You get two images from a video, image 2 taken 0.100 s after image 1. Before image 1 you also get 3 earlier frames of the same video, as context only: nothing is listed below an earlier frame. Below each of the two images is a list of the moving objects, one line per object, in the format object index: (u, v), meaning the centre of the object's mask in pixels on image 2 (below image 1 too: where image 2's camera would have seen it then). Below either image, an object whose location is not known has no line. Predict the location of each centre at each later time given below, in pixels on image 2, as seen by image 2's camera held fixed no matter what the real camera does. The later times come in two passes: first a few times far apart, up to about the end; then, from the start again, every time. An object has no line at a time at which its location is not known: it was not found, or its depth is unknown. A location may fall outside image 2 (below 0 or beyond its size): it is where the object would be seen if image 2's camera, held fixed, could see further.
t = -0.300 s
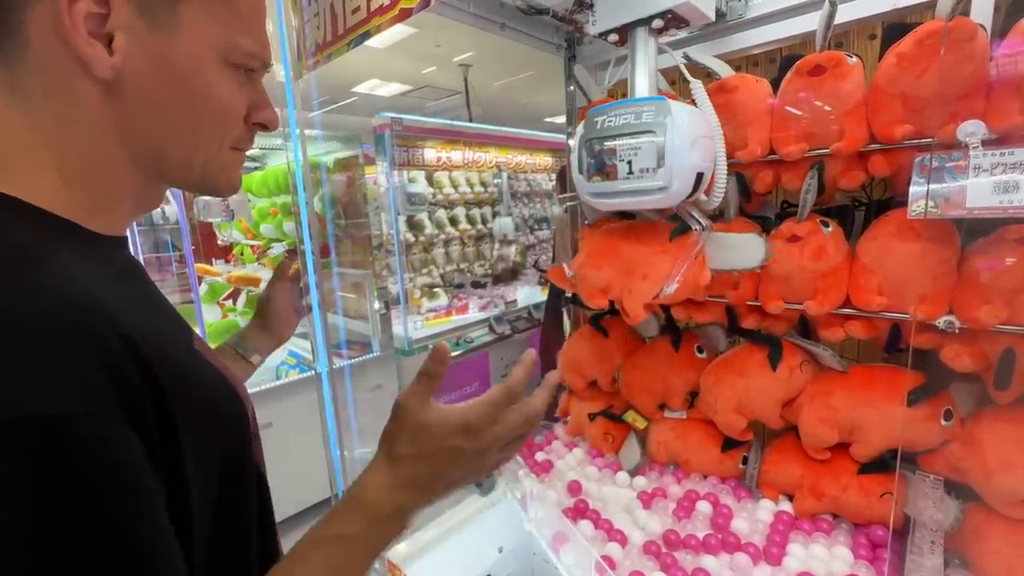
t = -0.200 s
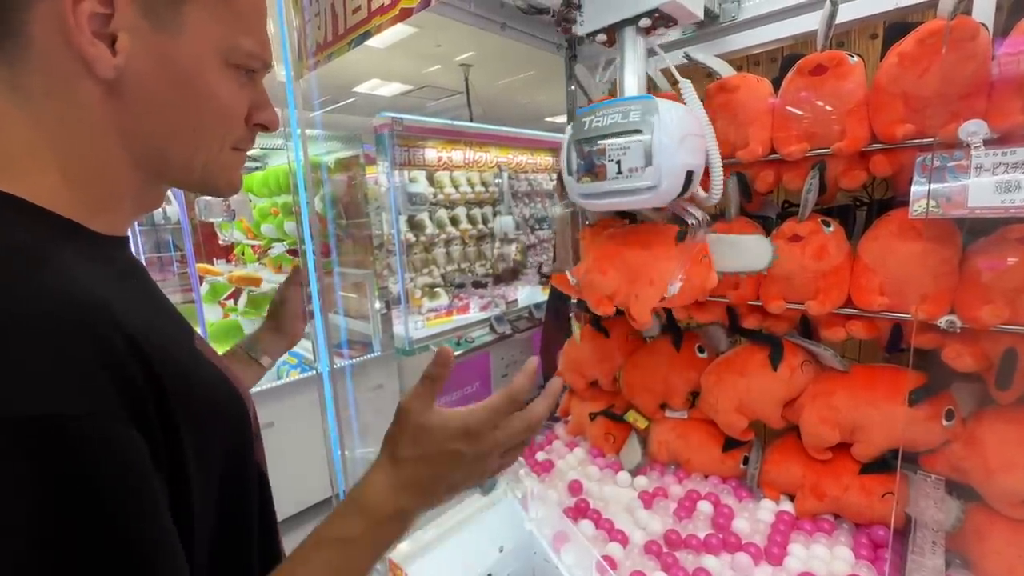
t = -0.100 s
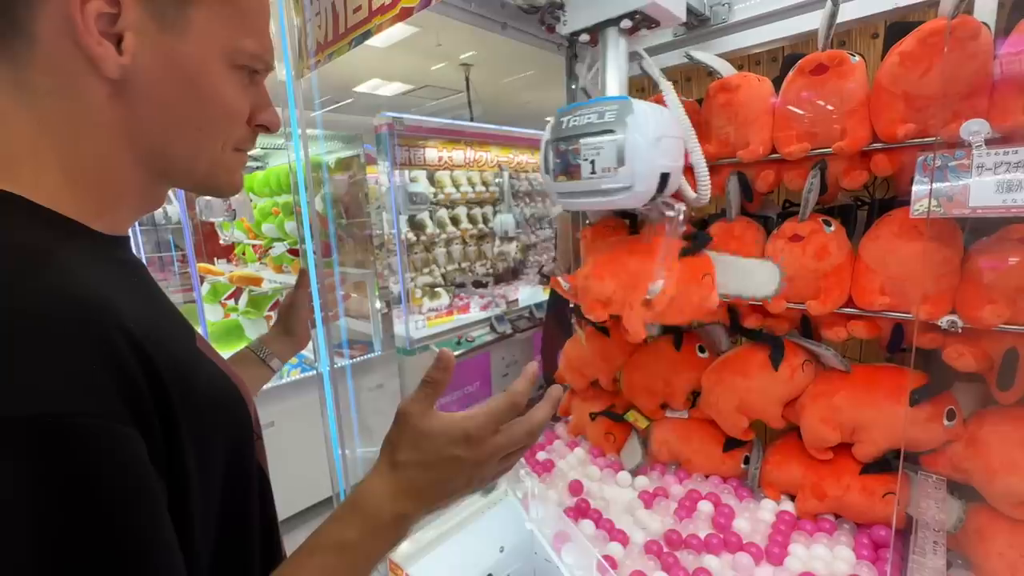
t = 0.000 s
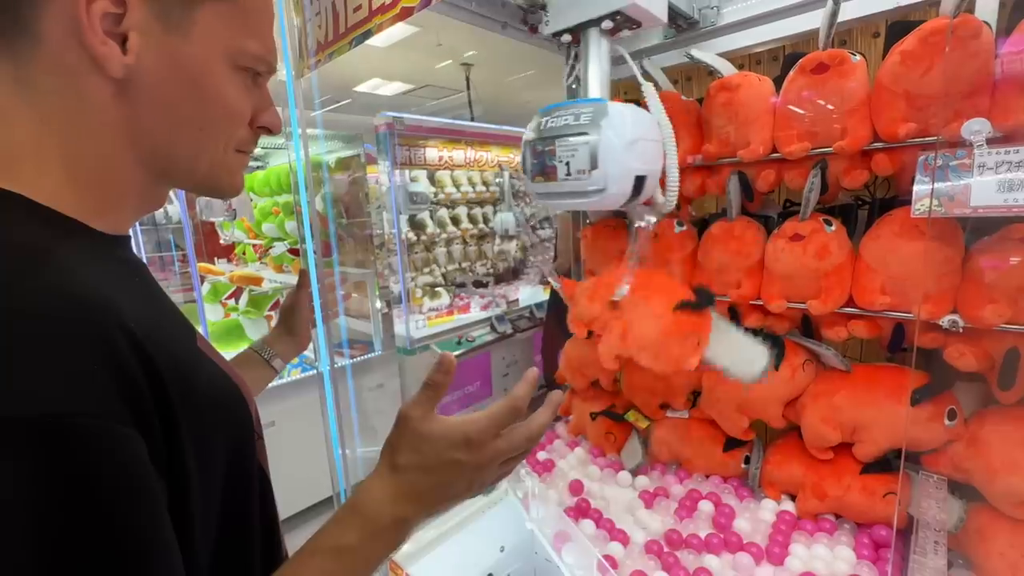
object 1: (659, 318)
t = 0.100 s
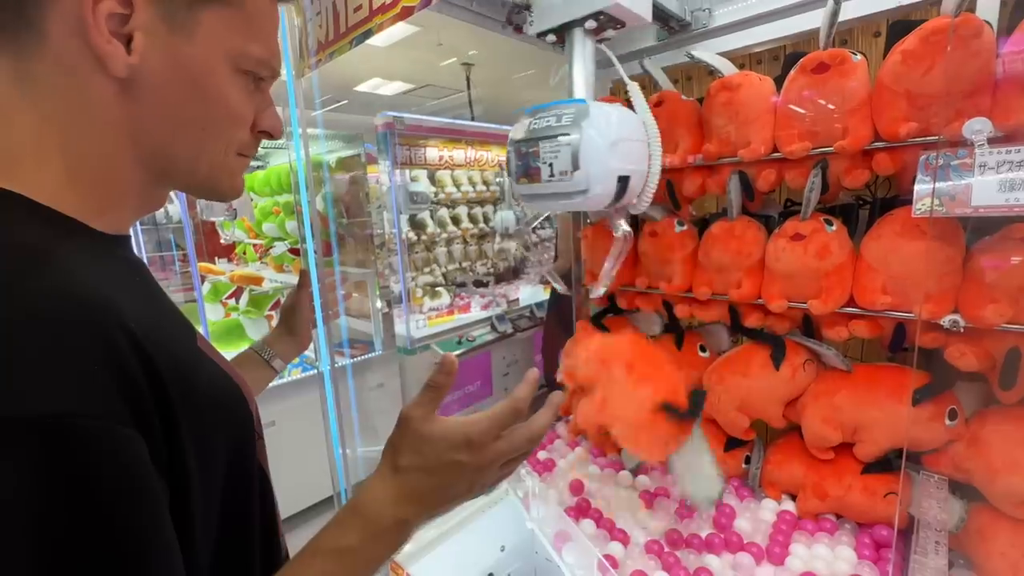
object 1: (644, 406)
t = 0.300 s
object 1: (633, 449)
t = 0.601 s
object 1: (634, 438)
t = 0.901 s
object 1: (640, 495)
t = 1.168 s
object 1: (640, 499)
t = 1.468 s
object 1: (636, 488)
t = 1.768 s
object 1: (636, 488)
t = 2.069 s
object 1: (636, 488)
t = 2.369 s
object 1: (636, 488)
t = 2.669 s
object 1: (635, 488)
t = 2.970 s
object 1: (635, 488)
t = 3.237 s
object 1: (635, 488)
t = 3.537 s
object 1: (641, 502)
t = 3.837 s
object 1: (640, 502)
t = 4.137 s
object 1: (641, 503)
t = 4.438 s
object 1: (640, 502)
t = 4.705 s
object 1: (644, 509)
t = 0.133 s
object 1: (639, 444)
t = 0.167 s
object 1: (633, 477)
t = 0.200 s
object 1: (631, 494)
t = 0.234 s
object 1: (635, 487)
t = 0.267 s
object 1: (631, 461)
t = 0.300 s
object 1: (633, 449)
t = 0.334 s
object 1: (633, 439)
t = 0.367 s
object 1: (635, 430)
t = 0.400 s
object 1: (633, 426)
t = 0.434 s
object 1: (632, 425)
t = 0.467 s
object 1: (631, 426)
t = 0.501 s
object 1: (632, 426)
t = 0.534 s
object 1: (632, 429)
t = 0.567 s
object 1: (633, 433)
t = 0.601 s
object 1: (634, 438)
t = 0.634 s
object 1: (635, 444)
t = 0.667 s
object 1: (636, 452)
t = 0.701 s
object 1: (638, 464)
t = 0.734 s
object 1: (634, 466)
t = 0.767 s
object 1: (637, 480)
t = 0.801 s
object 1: (639, 483)
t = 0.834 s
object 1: (637, 483)
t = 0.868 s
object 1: (641, 495)
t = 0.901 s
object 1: (640, 495)
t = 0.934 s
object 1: (638, 496)
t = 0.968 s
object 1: (636, 498)
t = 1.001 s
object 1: (635, 498)
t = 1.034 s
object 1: (634, 498)
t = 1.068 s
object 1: (635, 498)
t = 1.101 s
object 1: (637, 499)
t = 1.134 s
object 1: (638, 499)
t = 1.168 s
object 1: (640, 499)
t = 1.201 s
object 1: (641, 499)
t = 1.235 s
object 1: (638, 486)
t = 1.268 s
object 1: (639, 486)
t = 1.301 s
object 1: (639, 487)
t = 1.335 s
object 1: (638, 487)
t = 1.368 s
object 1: (638, 488)
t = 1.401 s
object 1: (637, 488)
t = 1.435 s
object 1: (637, 488)
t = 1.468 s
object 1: (636, 488)
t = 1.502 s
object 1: (636, 488)
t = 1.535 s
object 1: (636, 488)
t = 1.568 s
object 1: (636, 488)
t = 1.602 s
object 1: (636, 488)
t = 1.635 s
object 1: (636, 488)
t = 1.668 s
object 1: (636, 488)
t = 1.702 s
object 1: (636, 488)
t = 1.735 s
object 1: (636, 488)
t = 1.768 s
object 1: (636, 488)
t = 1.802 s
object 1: (636, 488)
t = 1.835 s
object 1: (636, 488)
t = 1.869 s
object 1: (636, 488)
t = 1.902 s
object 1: (636, 488)
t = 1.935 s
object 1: (636, 488)
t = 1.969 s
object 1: (636, 488)
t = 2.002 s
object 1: (636, 488)
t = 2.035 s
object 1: (636, 488)
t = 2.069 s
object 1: (636, 488)
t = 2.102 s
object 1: (636, 488)
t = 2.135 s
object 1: (636, 488)
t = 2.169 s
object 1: (636, 488)
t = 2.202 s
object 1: (636, 488)
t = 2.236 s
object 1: (636, 488)
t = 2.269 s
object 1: (636, 488)
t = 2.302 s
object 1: (636, 488)
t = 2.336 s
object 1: (636, 488)
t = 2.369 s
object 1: (636, 488)
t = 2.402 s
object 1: (636, 488)
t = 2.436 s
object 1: (636, 488)
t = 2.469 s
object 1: (635, 488)
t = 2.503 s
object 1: (635, 488)
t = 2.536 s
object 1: (635, 488)
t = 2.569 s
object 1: (636, 488)
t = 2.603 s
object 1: (636, 488)
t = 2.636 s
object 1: (635, 488)
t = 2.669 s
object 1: (635, 488)
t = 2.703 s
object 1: (635, 488)
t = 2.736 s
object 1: (635, 488)
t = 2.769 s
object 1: (635, 488)
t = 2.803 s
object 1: (635, 488)
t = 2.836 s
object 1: (635, 488)
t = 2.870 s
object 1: (635, 488)
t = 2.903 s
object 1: (635, 487)
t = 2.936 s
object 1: (635, 488)
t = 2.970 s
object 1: (635, 488)
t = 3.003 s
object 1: (635, 487)
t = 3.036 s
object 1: (635, 487)
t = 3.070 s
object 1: (635, 487)
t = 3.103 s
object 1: (635, 487)
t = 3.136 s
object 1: (635, 488)
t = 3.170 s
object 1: (635, 487)
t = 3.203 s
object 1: (641, 503)
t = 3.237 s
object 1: (635, 488)
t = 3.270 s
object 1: (635, 488)
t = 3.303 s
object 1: (641, 503)
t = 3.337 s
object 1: (635, 488)
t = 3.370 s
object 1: (635, 488)
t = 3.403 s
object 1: (641, 503)
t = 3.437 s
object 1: (641, 503)
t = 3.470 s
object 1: (641, 502)
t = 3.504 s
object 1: (641, 503)
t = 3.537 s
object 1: (641, 502)
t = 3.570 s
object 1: (640, 502)
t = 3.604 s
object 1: (640, 502)
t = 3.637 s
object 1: (640, 502)
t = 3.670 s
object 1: (640, 502)
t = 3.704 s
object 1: (640, 502)
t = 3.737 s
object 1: (640, 502)
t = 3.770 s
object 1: (640, 502)
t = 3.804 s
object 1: (640, 502)
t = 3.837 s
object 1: (640, 502)
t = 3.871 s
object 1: (640, 502)
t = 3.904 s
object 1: (640, 502)
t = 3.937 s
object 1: (640, 502)
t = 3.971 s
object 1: (640, 503)
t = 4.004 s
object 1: (640, 503)
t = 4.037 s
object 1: (640, 502)
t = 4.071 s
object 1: (641, 503)
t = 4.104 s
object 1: (641, 502)
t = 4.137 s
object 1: (641, 503)
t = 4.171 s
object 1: (641, 503)
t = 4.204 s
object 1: (640, 503)
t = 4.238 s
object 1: (640, 503)
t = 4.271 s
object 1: (641, 503)
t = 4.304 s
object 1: (640, 502)
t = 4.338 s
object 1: (641, 503)
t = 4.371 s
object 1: (640, 502)
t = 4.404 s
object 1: (640, 502)
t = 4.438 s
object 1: (640, 502)
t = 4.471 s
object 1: (640, 502)
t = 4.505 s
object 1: (640, 502)
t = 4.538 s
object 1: (641, 503)
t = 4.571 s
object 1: (641, 503)
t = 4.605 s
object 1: (641, 504)
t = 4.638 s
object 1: (642, 505)
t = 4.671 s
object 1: (643, 507)
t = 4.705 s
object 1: (644, 509)
